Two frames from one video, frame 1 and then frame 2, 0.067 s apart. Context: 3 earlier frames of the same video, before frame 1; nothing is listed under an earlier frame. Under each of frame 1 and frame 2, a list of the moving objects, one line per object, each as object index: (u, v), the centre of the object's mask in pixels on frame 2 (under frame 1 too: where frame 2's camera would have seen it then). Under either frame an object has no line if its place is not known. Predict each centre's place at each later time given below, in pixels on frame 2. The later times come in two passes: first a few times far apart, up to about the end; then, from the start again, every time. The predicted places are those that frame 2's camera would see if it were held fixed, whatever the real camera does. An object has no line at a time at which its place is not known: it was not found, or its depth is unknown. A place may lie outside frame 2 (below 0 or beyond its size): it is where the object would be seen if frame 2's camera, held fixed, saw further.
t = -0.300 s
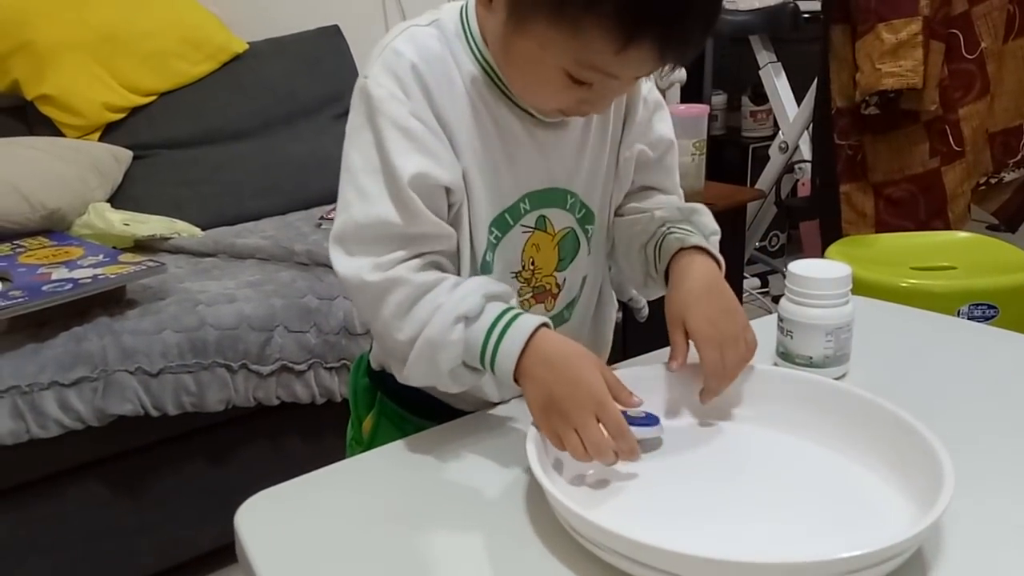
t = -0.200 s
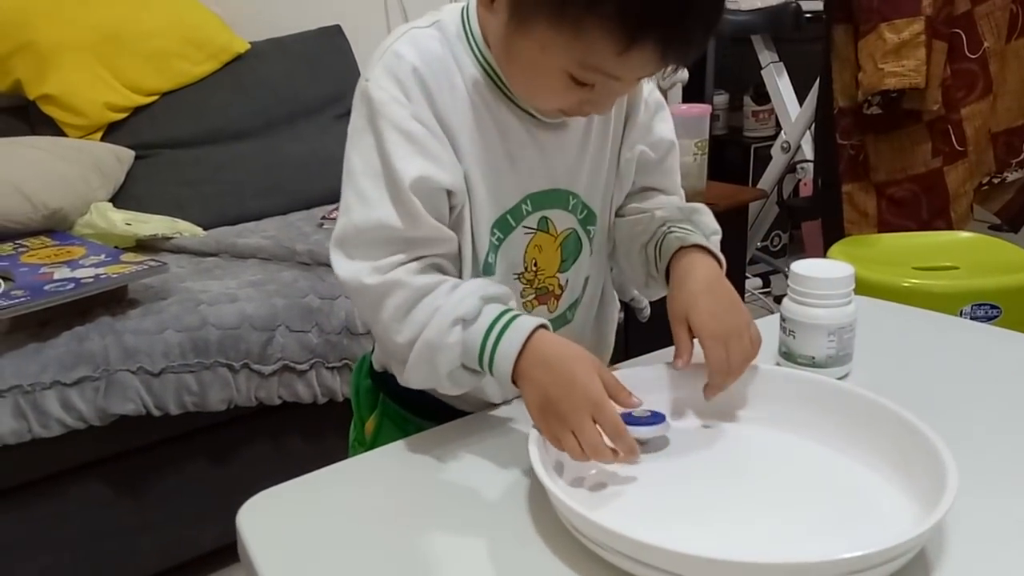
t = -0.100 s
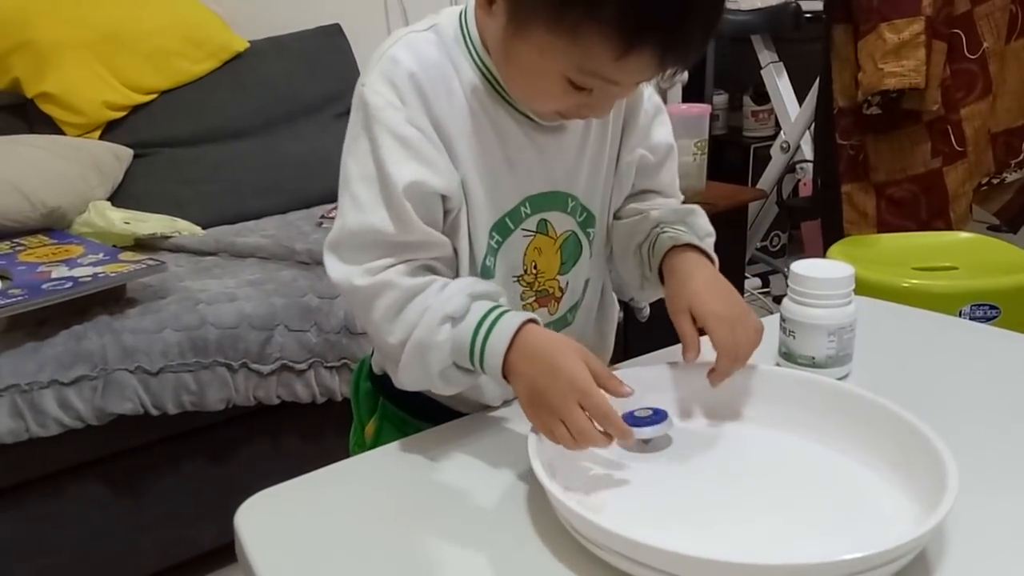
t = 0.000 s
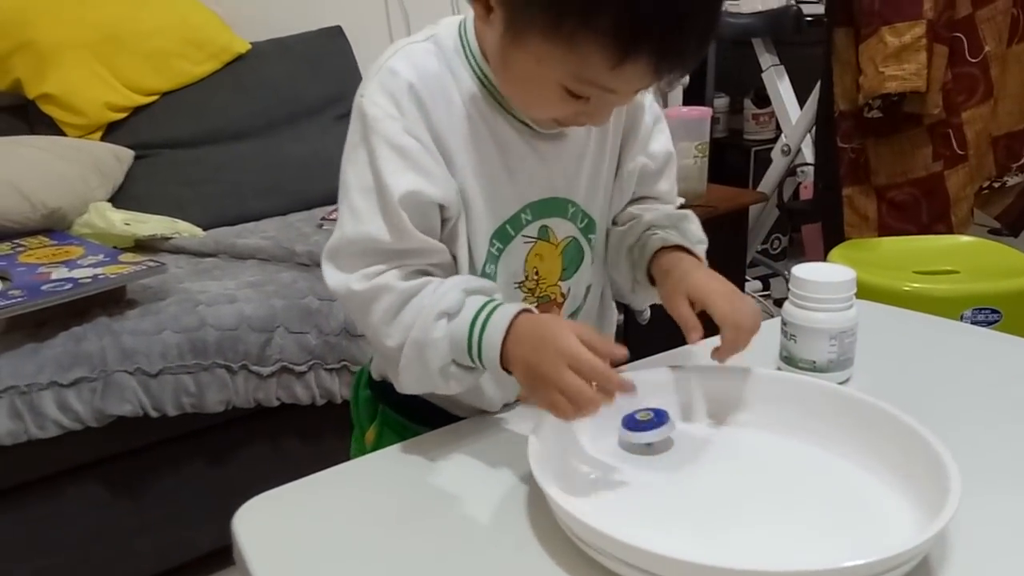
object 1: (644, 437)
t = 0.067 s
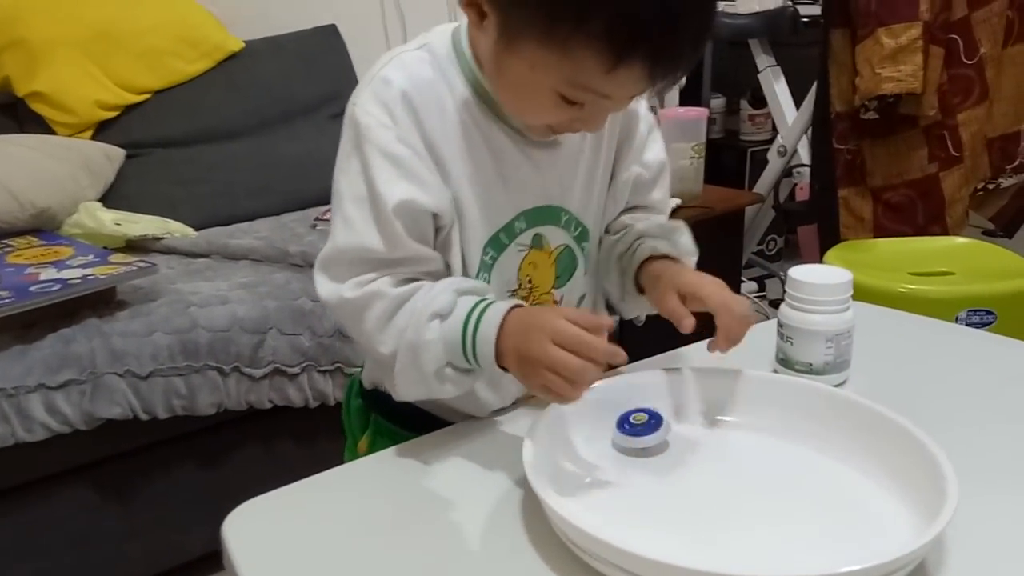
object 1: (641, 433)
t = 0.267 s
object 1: (633, 431)
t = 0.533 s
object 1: (625, 437)
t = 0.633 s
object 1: (627, 439)
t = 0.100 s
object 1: (640, 432)
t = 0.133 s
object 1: (640, 432)
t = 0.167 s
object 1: (639, 432)
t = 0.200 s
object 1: (637, 431)
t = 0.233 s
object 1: (635, 430)
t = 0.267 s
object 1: (633, 431)
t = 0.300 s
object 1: (631, 430)
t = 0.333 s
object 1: (629, 430)
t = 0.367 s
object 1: (628, 431)
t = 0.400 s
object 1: (626, 432)
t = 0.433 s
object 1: (627, 433)
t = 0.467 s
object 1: (626, 434)
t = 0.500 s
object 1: (627, 429)
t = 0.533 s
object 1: (625, 437)
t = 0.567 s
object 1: (626, 437)
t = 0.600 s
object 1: (626, 438)
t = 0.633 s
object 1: (627, 439)
